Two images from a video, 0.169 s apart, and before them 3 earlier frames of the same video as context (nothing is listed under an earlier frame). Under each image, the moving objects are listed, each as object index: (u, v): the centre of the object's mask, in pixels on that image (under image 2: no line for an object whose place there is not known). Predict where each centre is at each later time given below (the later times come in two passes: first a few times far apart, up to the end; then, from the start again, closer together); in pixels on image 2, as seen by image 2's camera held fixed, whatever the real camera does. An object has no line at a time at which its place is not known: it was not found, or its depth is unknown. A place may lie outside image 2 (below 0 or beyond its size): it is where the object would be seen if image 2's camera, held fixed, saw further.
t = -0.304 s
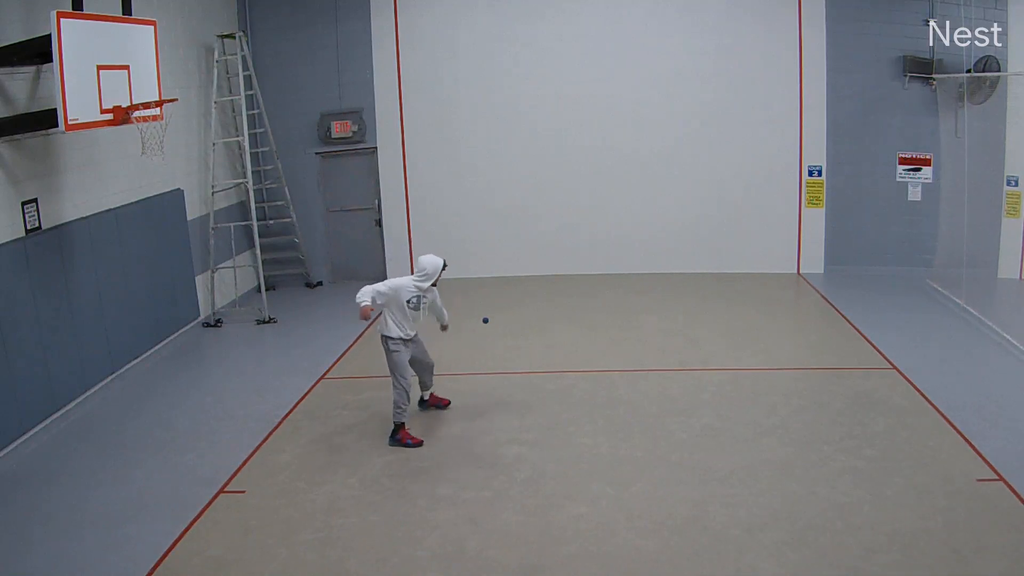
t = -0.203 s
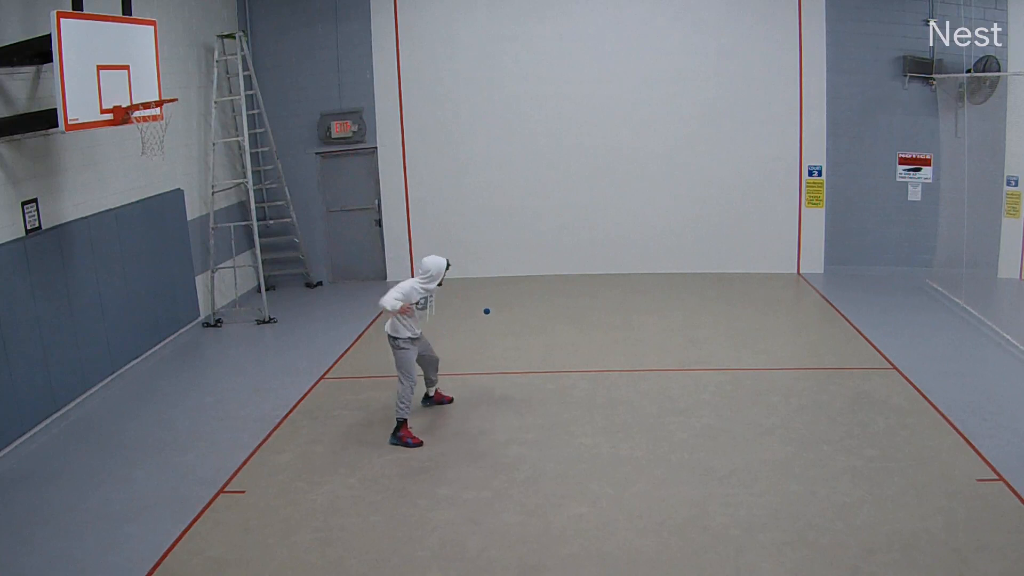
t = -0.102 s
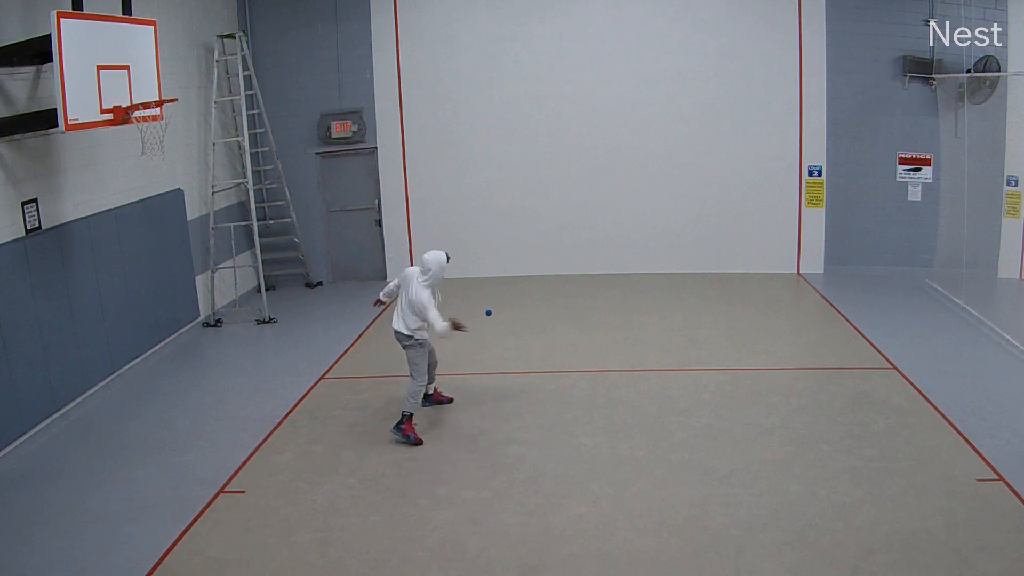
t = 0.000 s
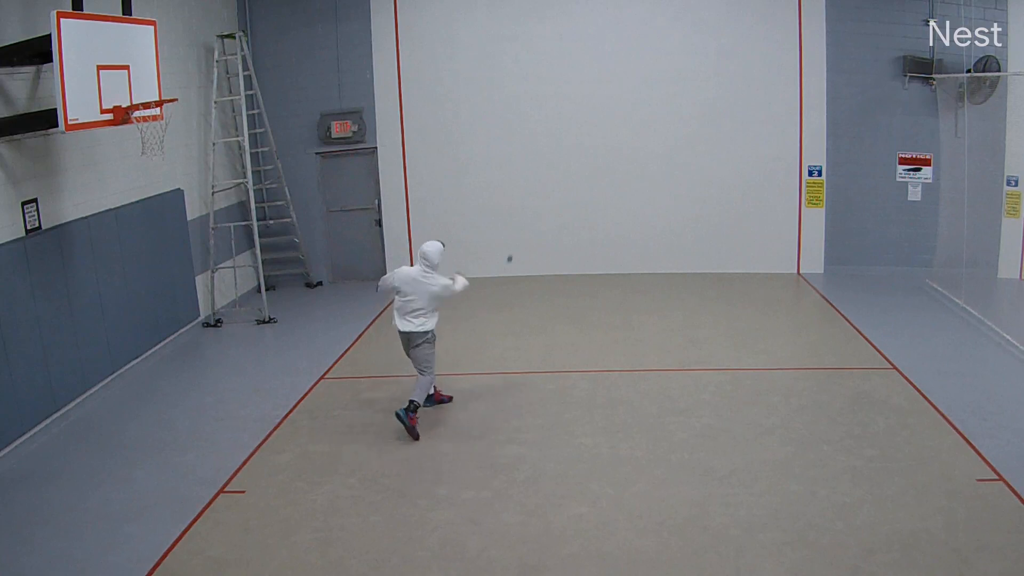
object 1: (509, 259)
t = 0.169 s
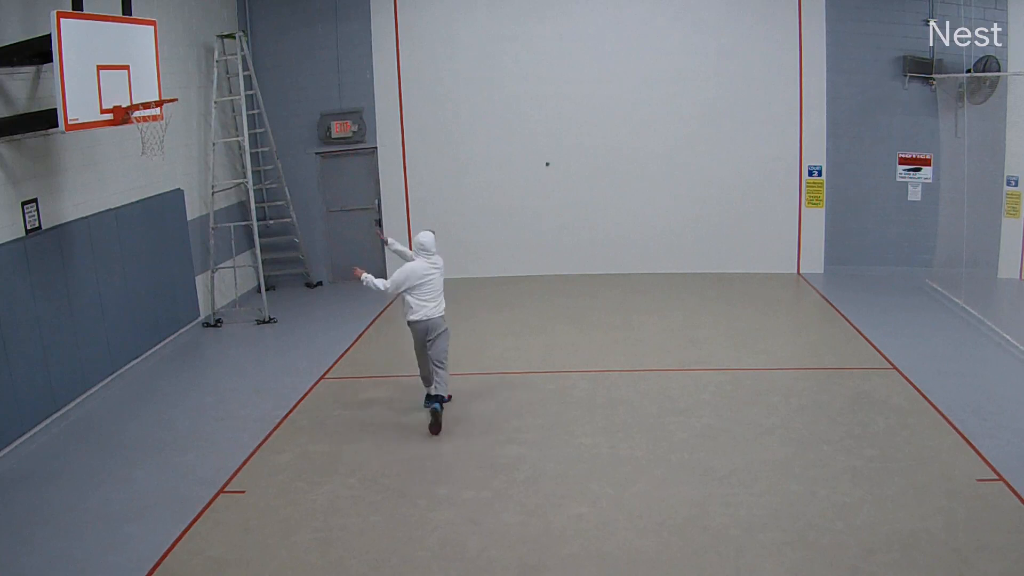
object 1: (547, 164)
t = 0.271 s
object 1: (564, 132)
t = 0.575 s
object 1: (570, 166)
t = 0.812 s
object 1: (581, 285)
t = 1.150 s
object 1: (606, 499)
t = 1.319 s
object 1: (621, 481)
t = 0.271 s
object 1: (564, 132)
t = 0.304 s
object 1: (565, 132)
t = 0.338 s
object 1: (565, 133)
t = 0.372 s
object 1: (566, 134)
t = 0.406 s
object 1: (566, 137)
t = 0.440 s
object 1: (567, 140)
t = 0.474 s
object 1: (567, 145)
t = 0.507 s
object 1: (568, 150)
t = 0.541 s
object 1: (569, 158)
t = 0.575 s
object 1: (570, 166)
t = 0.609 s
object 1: (571, 176)
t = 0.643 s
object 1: (573, 189)
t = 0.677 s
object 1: (574, 202)
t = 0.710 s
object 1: (575, 219)
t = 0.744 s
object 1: (577, 238)
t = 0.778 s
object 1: (579, 260)
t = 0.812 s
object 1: (581, 285)
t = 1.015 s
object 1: (600, 528)
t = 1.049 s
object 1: (601, 526)
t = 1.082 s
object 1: (602, 517)
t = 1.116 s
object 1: (604, 507)
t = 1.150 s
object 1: (606, 499)
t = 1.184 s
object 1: (609, 492)
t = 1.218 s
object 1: (611, 487)
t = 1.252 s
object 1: (614, 483)
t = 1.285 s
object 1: (617, 481)
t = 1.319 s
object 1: (621, 481)
